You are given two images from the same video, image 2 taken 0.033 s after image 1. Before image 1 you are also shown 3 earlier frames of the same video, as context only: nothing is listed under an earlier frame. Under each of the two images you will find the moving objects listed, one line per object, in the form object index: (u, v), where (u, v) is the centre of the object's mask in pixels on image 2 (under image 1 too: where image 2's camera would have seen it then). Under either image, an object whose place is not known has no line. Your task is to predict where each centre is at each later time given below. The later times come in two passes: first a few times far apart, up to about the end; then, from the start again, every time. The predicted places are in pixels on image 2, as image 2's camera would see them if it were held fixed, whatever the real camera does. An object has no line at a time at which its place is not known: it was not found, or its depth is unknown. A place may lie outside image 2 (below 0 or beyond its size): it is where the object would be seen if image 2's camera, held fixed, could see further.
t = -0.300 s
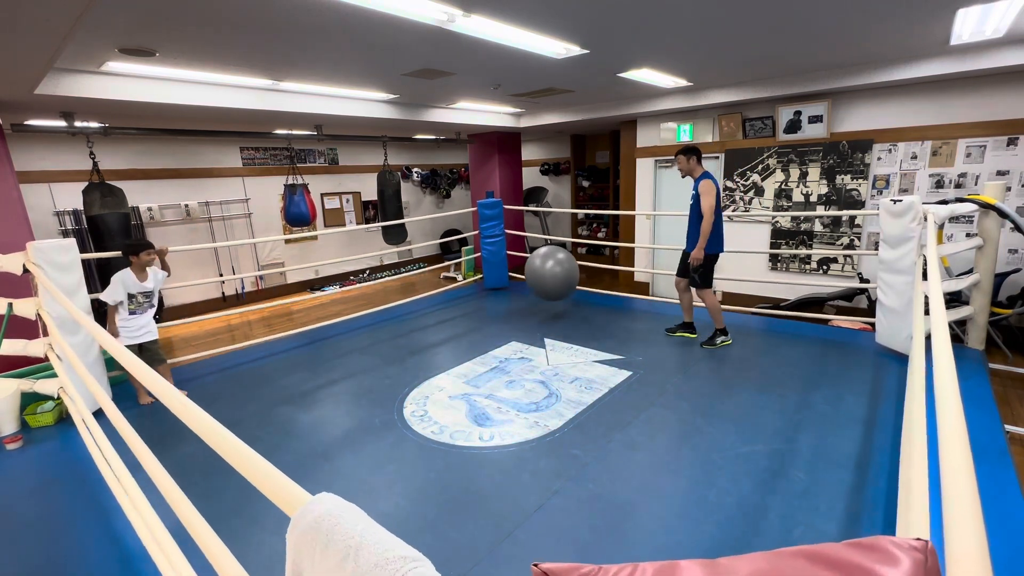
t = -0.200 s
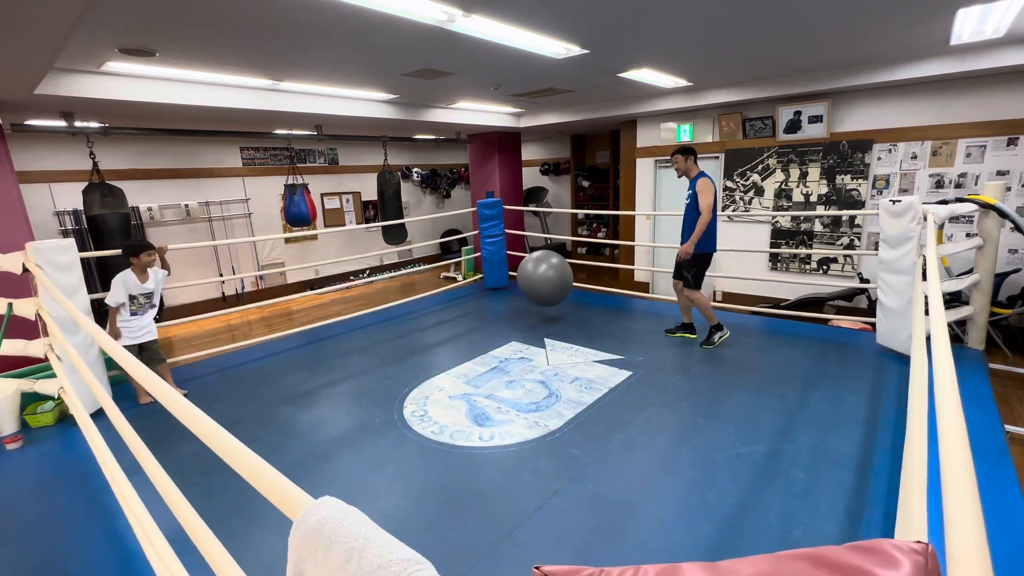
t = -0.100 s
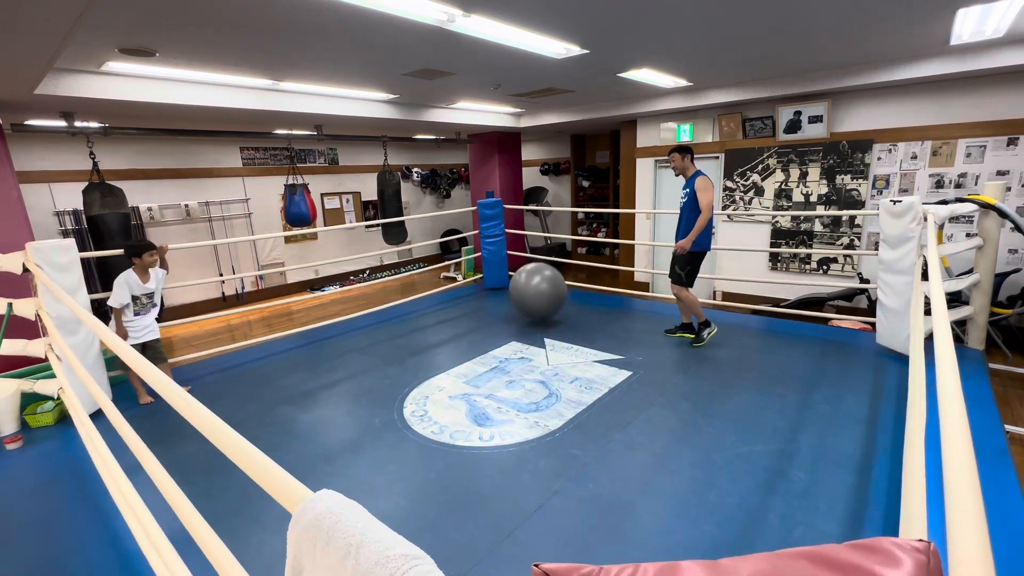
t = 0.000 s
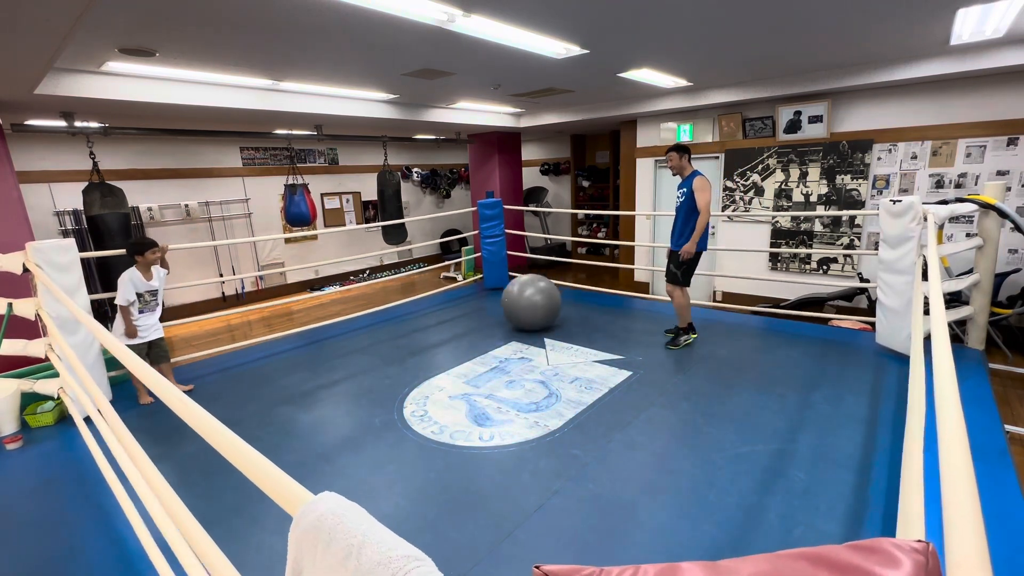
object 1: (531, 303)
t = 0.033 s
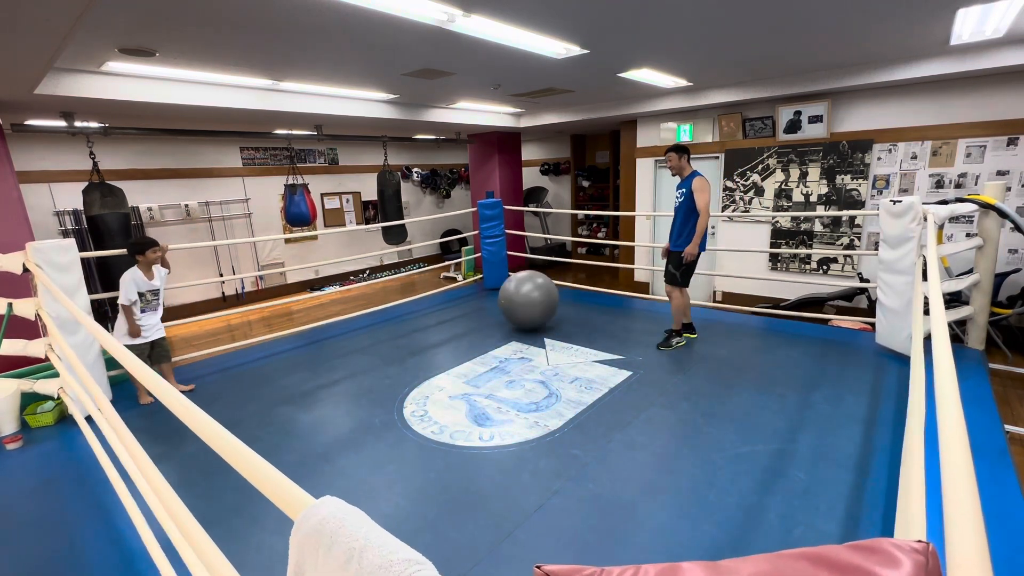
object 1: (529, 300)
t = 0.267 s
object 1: (508, 300)
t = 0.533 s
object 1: (479, 318)
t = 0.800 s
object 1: (446, 346)
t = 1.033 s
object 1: (414, 343)
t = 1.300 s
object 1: (374, 368)
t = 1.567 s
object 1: (321, 398)
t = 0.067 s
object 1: (526, 297)
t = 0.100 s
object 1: (523, 295)
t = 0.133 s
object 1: (520, 295)
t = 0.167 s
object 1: (517, 295)
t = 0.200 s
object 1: (514, 296)
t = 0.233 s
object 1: (511, 298)
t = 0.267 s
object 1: (508, 300)
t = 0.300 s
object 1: (505, 305)
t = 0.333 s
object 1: (501, 311)
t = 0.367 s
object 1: (499, 316)
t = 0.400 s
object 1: (495, 322)
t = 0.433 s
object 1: (491, 322)
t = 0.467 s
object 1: (487, 320)
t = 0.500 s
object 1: (483, 318)
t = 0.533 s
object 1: (479, 318)
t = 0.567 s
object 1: (475, 318)
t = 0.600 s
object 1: (471, 320)
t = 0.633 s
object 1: (466, 322)
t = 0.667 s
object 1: (462, 326)
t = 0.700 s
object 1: (458, 331)
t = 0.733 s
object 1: (454, 338)
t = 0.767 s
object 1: (450, 344)
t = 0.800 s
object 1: (446, 346)
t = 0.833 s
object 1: (442, 343)
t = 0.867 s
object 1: (437, 340)
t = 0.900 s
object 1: (432, 338)
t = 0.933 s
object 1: (428, 338)
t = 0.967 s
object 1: (424, 339)
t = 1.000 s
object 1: (419, 340)
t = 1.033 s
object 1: (414, 343)
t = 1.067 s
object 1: (410, 348)
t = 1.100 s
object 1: (406, 354)
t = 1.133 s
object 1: (402, 361)
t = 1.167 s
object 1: (397, 369)
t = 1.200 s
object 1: (392, 372)
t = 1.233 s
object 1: (386, 370)
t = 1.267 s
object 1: (380, 369)
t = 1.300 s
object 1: (374, 368)
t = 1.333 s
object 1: (368, 369)
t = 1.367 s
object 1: (362, 371)
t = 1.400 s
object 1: (355, 374)
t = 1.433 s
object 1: (349, 380)
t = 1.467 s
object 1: (342, 386)
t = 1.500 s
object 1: (336, 394)
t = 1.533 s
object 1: (329, 399)
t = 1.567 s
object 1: (321, 398)
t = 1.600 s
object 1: (312, 397)
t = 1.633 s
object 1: (304, 398)
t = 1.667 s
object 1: (295, 399)
